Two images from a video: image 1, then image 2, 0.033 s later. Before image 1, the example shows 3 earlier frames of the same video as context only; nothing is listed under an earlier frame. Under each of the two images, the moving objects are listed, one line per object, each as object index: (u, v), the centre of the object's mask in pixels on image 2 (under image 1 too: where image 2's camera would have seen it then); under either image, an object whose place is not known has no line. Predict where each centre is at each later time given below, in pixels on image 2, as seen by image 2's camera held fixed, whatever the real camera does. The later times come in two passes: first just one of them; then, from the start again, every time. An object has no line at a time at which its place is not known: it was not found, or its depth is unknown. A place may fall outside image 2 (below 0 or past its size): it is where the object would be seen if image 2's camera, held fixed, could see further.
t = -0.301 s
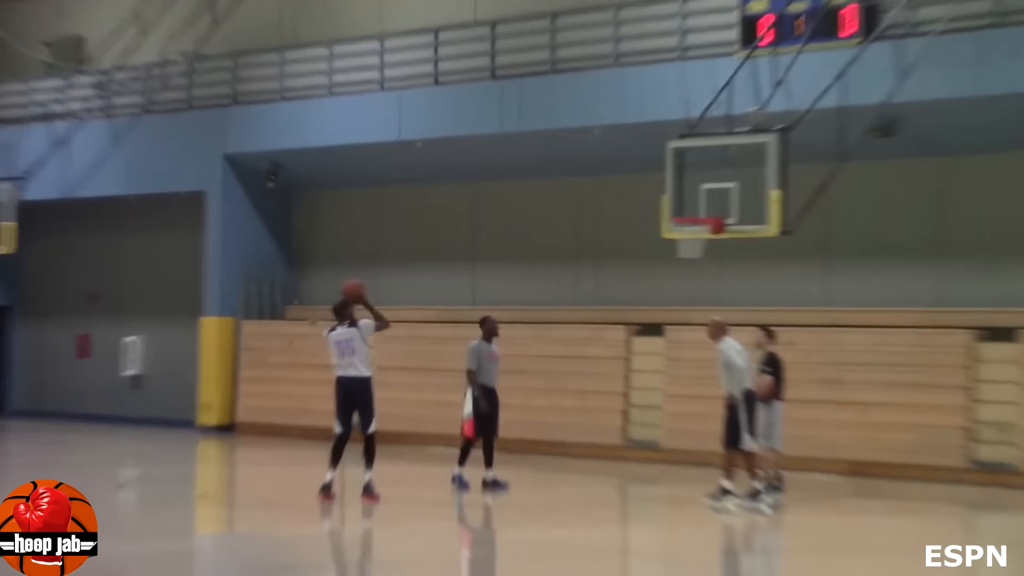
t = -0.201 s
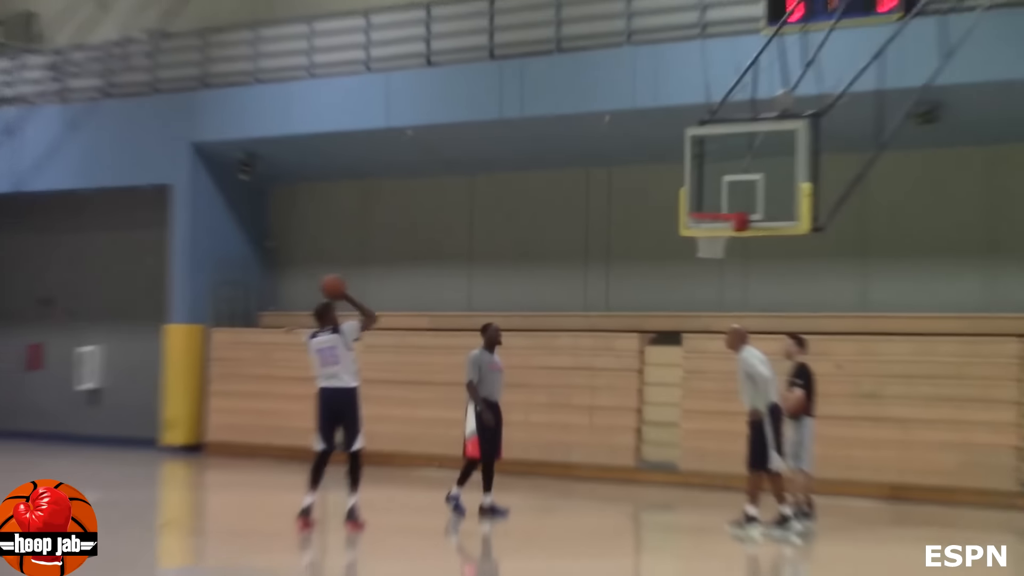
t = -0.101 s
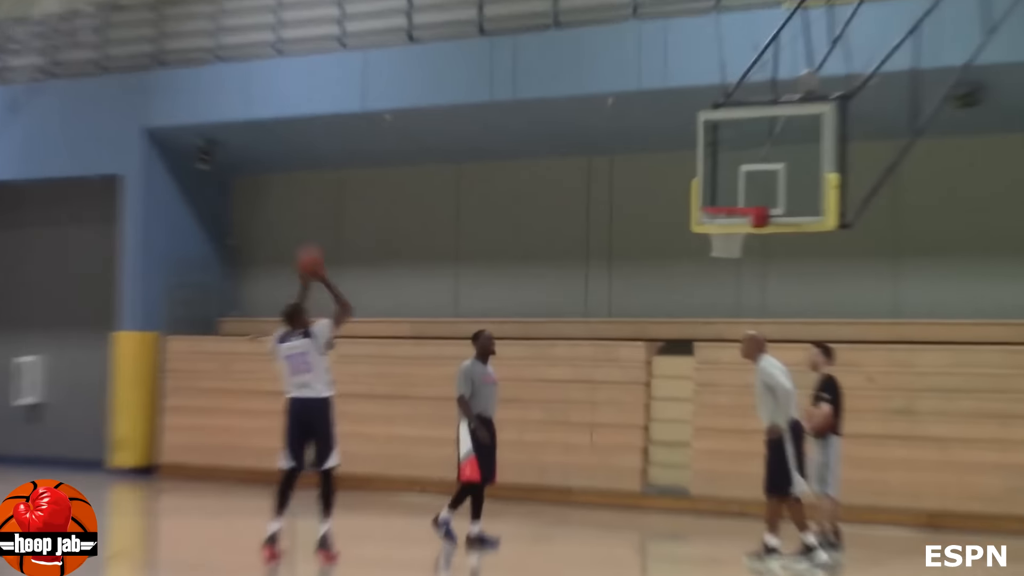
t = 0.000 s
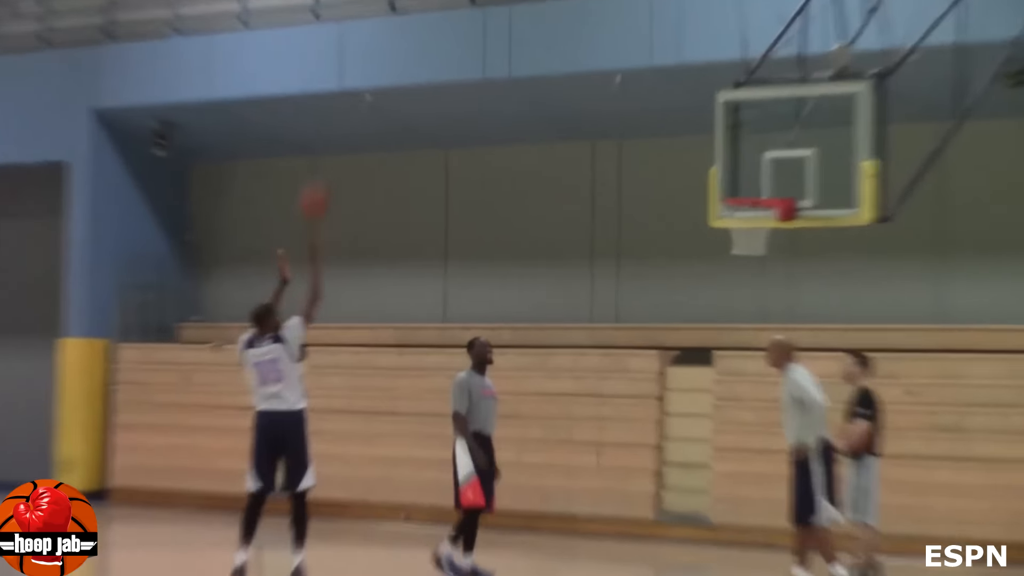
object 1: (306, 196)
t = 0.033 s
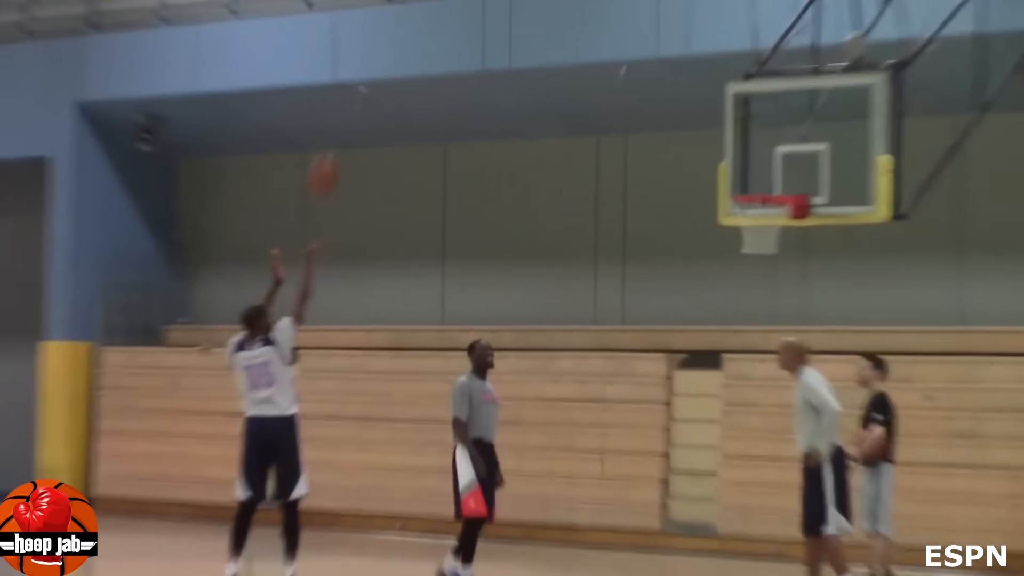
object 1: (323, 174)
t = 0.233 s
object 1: (420, 76)
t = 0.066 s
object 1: (340, 155)
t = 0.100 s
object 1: (355, 136)
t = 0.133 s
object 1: (371, 120)
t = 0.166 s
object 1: (388, 104)
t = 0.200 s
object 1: (405, 90)
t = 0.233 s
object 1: (420, 76)
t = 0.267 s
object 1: (435, 65)
